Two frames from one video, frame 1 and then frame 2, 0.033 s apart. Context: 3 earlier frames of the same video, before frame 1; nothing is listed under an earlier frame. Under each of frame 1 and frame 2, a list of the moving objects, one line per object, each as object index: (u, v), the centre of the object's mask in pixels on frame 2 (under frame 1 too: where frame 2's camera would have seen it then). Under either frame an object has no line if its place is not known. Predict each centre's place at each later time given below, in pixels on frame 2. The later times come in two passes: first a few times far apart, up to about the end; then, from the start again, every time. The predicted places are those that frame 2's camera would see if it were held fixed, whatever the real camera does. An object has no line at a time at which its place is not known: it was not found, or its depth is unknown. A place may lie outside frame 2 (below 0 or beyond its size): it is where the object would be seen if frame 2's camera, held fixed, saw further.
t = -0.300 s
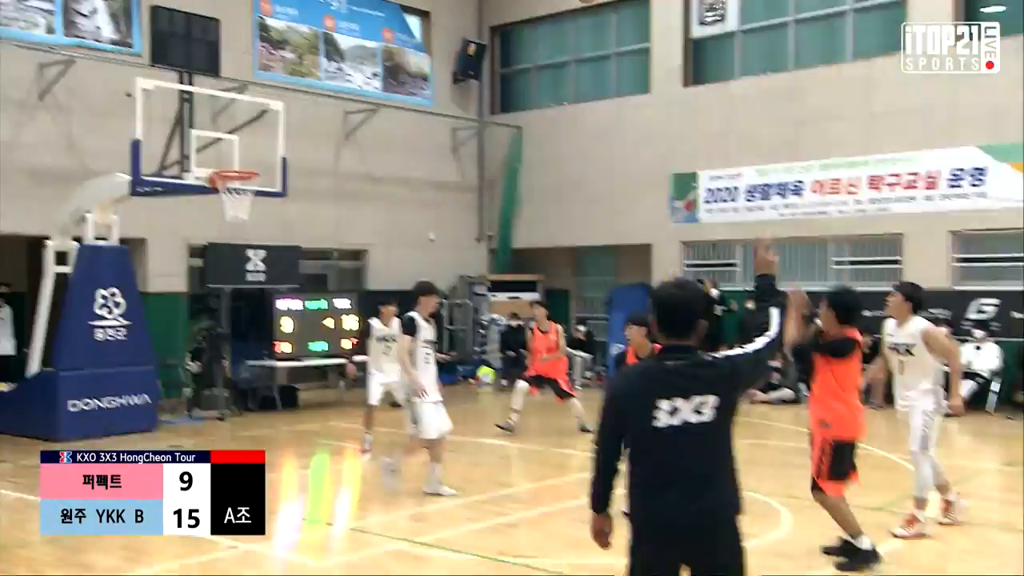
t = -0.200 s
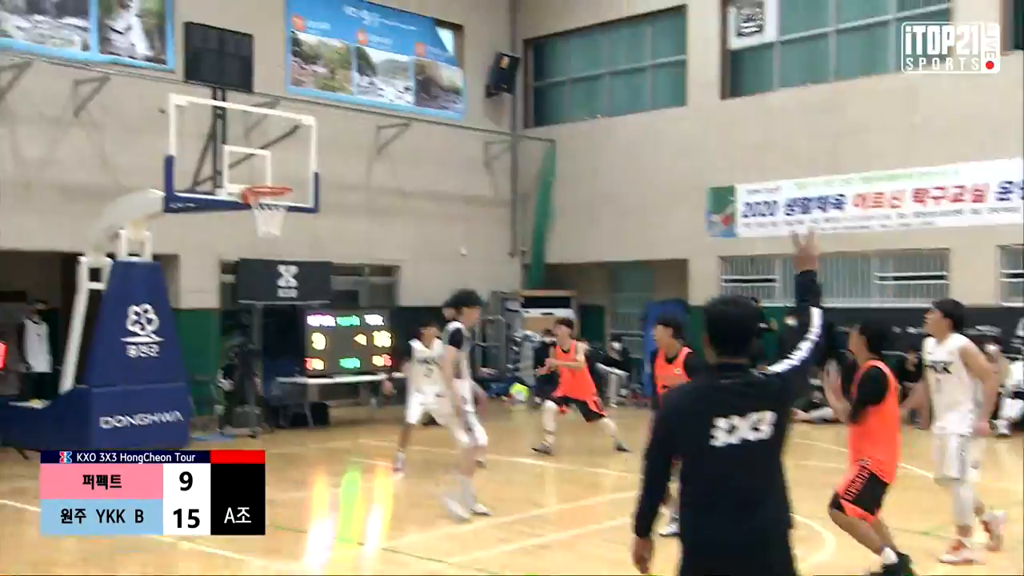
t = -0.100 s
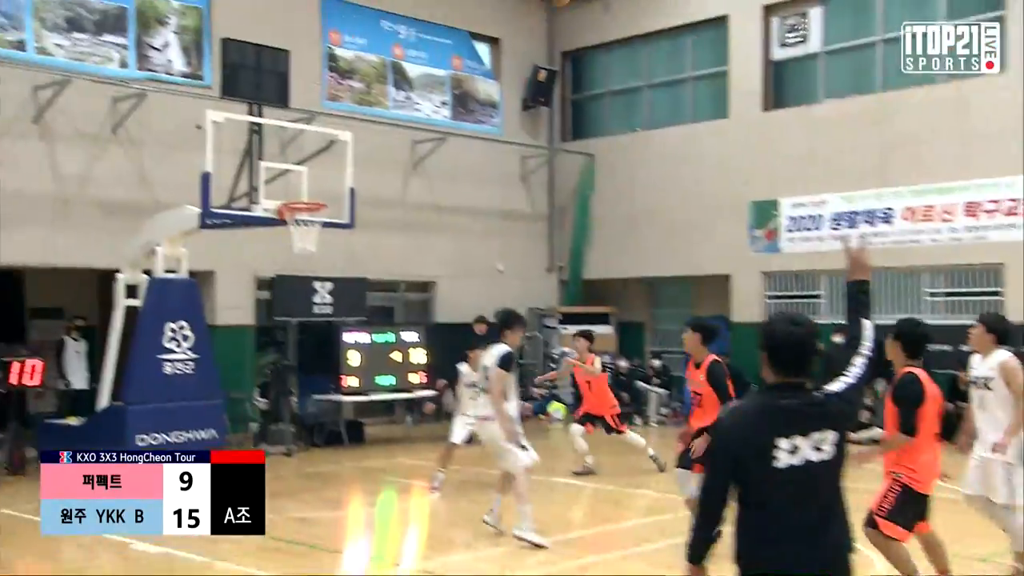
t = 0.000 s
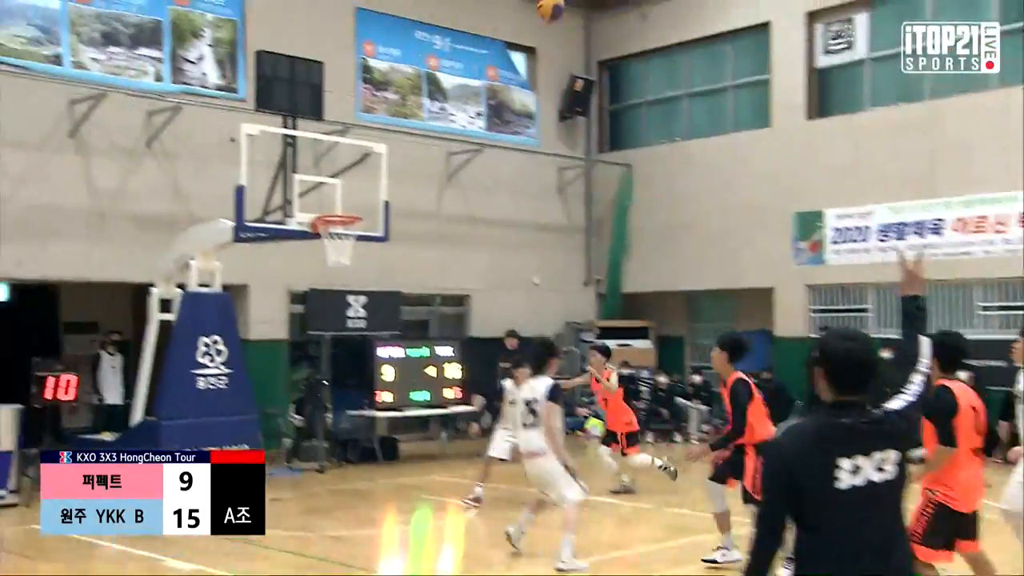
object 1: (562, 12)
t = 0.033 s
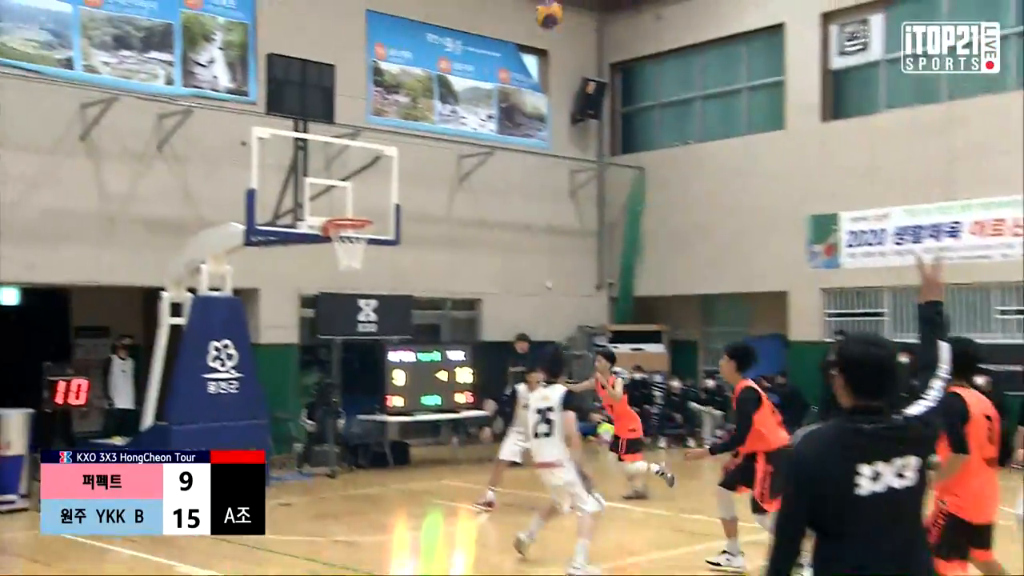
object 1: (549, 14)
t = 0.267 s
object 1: (458, 76)
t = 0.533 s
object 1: (373, 199)
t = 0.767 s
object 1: (350, 187)
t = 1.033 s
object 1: (386, 190)
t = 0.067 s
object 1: (535, 20)
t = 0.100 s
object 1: (520, 27)
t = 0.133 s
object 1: (507, 35)
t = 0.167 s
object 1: (494, 44)
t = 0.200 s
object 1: (481, 54)
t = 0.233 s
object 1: (469, 65)
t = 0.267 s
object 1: (458, 76)
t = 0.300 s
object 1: (445, 89)
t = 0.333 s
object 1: (434, 102)
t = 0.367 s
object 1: (424, 114)
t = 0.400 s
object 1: (414, 131)
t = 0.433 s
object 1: (405, 147)
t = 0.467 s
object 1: (394, 164)
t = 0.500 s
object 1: (383, 180)
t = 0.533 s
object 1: (373, 199)
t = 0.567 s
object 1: (367, 210)
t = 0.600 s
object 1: (362, 204)
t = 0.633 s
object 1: (358, 199)
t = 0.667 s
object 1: (353, 196)
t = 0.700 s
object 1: (349, 193)
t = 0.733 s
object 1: (346, 191)
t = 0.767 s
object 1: (350, 187)
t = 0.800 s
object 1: (355, 184)
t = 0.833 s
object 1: (359, 182)
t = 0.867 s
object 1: (363, 180)
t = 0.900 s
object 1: (368, 180)
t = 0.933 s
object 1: (373, 181)
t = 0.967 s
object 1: (377, 183)
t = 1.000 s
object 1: (382, 186)
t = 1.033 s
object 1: (386, 190)
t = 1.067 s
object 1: (391, 195)
